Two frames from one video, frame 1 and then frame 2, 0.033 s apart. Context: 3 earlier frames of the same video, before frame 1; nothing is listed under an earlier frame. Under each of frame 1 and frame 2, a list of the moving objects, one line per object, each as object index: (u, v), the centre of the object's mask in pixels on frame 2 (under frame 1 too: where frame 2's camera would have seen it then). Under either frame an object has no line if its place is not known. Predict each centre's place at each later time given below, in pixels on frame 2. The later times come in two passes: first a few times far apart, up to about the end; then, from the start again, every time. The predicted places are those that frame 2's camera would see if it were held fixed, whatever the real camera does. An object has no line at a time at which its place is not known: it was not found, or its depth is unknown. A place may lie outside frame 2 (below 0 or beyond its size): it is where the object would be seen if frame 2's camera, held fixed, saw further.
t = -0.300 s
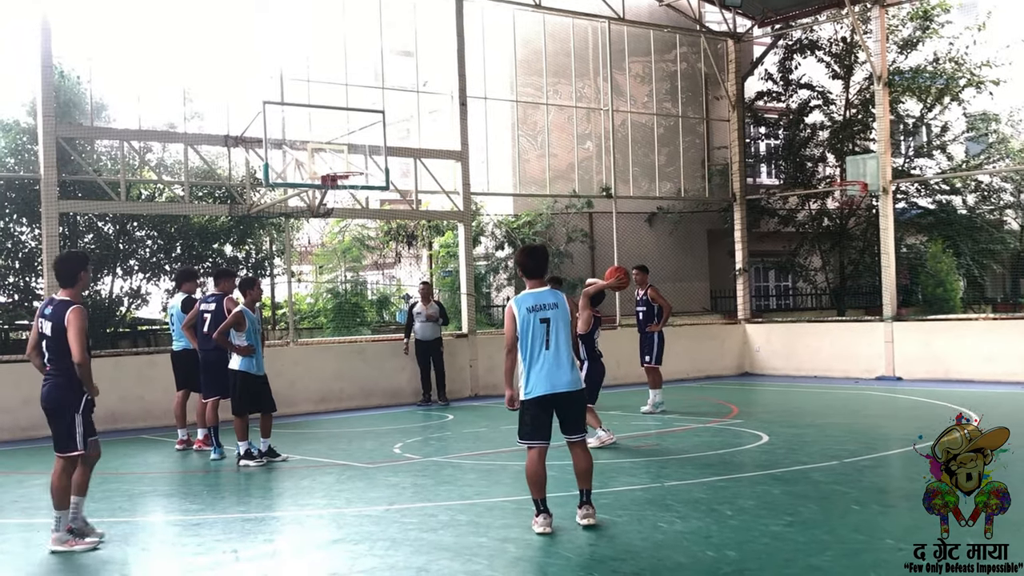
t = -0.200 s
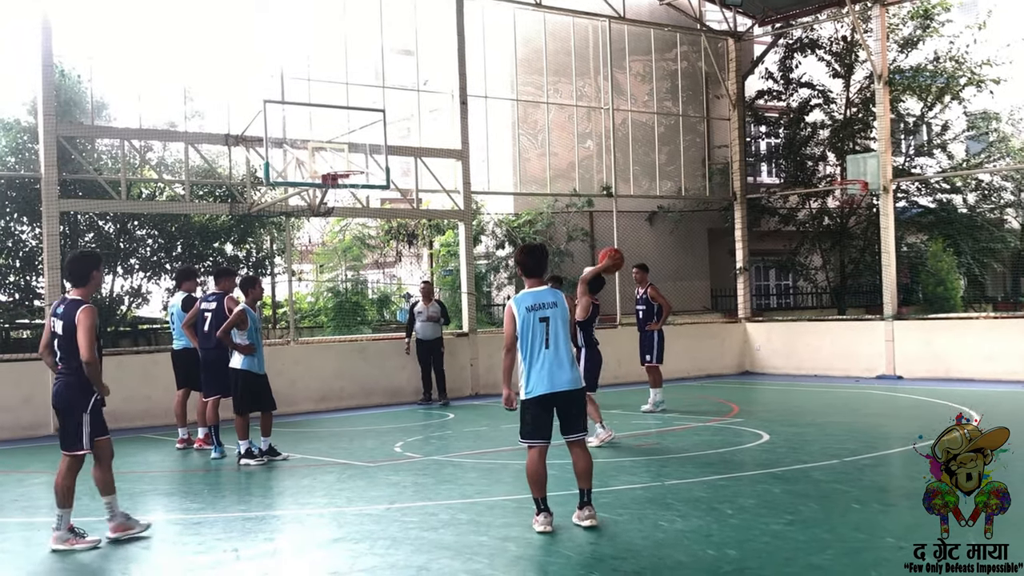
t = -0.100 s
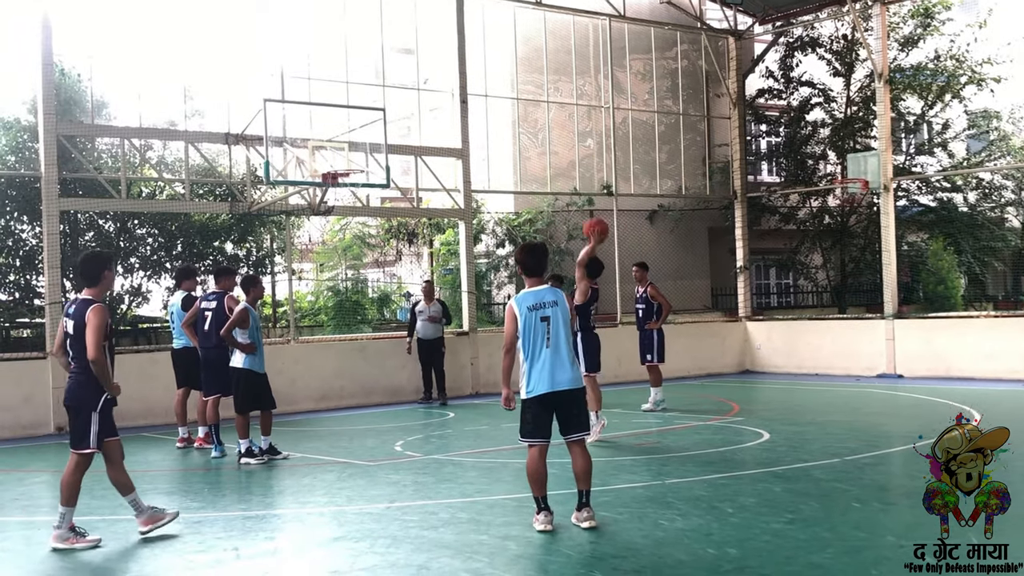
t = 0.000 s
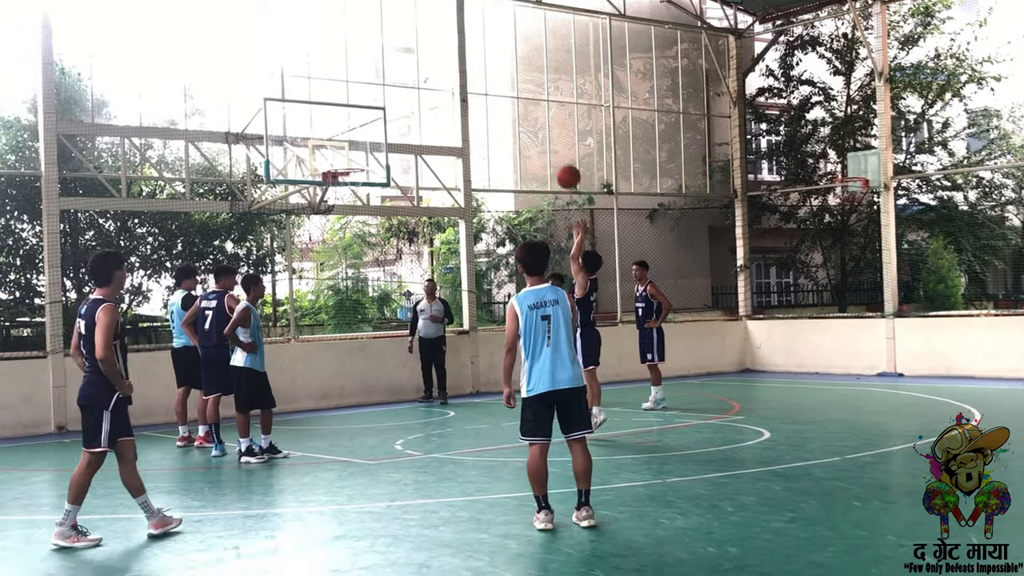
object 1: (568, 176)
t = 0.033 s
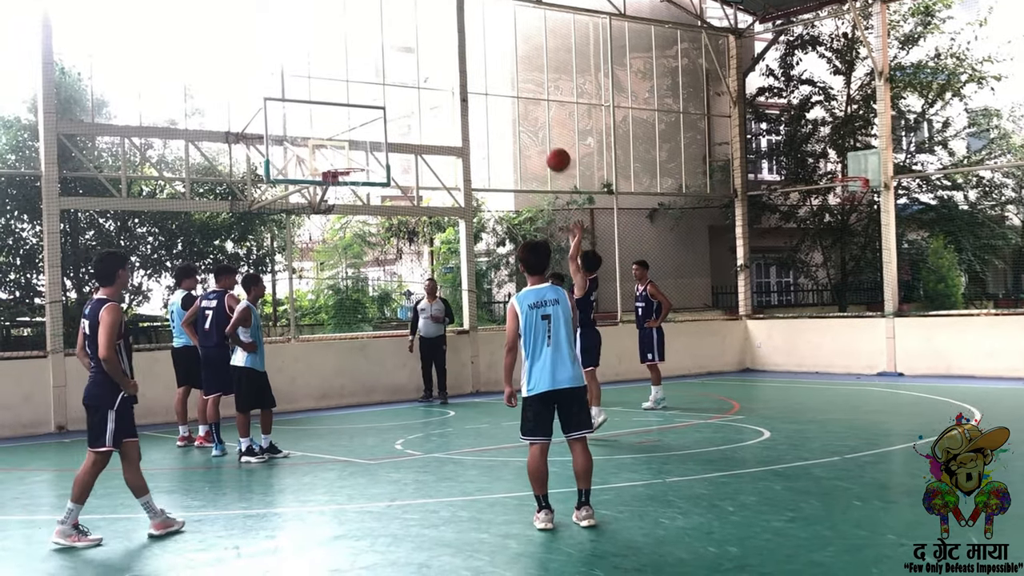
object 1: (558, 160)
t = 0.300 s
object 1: (485, 75)
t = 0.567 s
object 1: (424, 62)
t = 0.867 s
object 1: (368, 118)
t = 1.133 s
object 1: (345, 180)
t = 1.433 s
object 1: (373, 237)
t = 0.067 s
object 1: (548, 145)
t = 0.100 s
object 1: (538, 131)
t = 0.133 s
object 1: (529, 118)
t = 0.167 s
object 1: (520, 108)
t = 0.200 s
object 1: (511, 98)
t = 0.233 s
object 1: (502, 89)
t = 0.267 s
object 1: (493, 82)
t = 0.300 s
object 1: (485, 75)
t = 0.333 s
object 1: (476, 70)
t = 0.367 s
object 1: (468, 66)
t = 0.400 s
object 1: (461, 63)
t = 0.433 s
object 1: (453, 61)
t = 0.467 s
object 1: (446, 60)
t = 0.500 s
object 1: (438, 60)
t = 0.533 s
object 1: (431, 61)
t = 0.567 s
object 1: (424, 62)
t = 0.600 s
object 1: (417, 65)
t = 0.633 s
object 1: (411, 69)
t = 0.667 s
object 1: (404, 73)
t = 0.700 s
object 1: (398, 79)
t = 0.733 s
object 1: (392, 85)
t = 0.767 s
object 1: (386, 92)
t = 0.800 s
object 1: (380, 100)
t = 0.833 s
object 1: (374, 108)
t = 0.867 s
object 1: (368, 118)
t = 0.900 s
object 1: (363, 128)
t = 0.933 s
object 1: (358, 139)
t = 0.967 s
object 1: (352, 150)
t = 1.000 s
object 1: (347, 162)
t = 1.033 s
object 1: (344, 166)
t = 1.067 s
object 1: (342, 171)
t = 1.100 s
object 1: (341, 176)
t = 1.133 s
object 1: (345, 180)
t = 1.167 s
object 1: (349, 185)
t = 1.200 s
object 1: (353, 190)
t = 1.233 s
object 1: (356, 195)
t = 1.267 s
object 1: (359, 199)
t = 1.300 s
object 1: (361, 205)
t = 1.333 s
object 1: (365, 212)
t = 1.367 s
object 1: (367, 219)
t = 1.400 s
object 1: (370, 228)
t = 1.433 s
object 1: (373, 237)
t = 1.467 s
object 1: (376, 247)
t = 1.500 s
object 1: (379, 258)
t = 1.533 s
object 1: (382, 270)
